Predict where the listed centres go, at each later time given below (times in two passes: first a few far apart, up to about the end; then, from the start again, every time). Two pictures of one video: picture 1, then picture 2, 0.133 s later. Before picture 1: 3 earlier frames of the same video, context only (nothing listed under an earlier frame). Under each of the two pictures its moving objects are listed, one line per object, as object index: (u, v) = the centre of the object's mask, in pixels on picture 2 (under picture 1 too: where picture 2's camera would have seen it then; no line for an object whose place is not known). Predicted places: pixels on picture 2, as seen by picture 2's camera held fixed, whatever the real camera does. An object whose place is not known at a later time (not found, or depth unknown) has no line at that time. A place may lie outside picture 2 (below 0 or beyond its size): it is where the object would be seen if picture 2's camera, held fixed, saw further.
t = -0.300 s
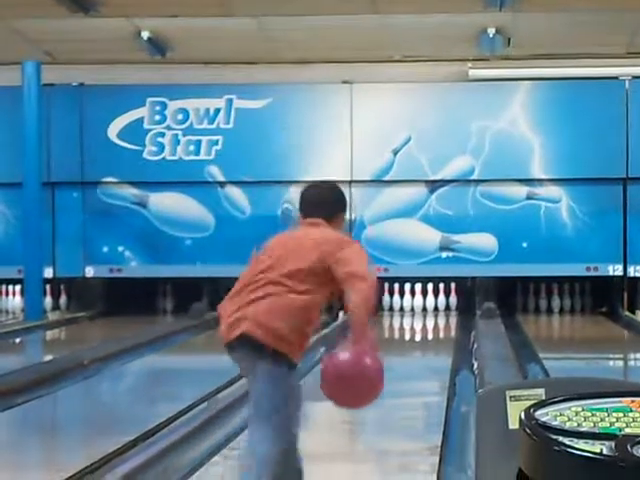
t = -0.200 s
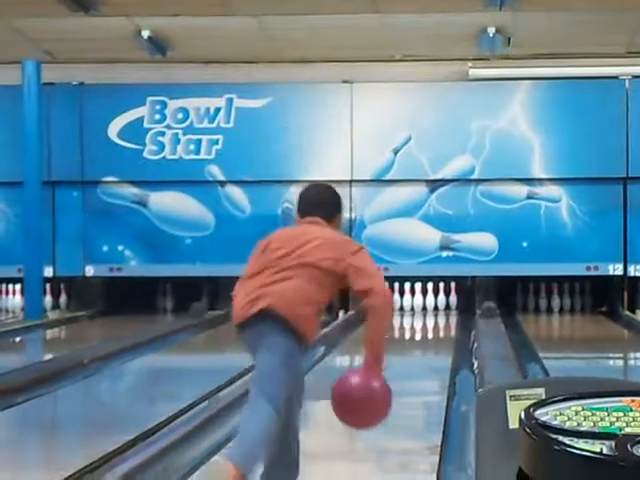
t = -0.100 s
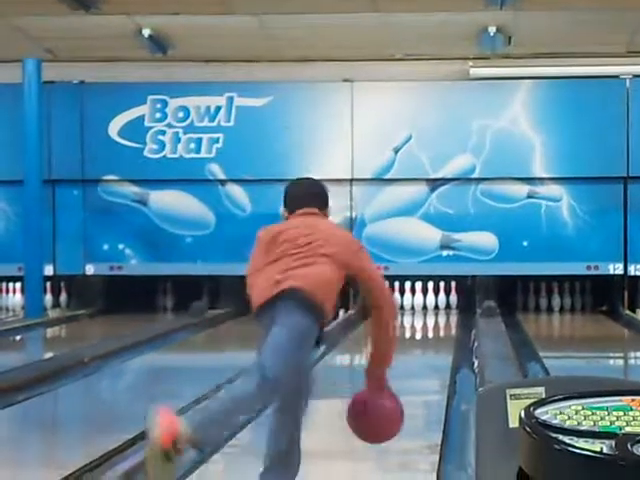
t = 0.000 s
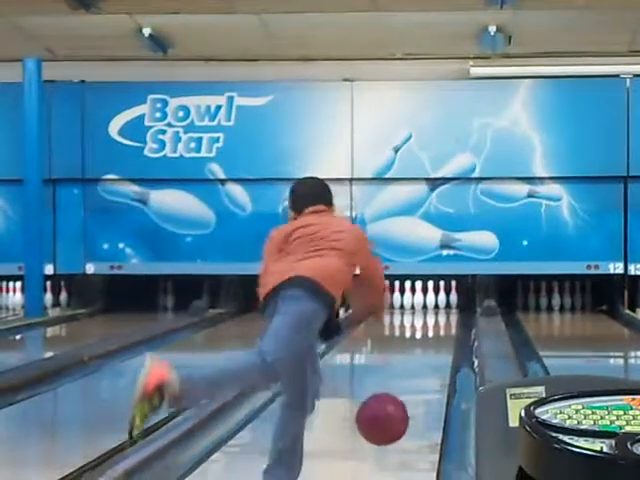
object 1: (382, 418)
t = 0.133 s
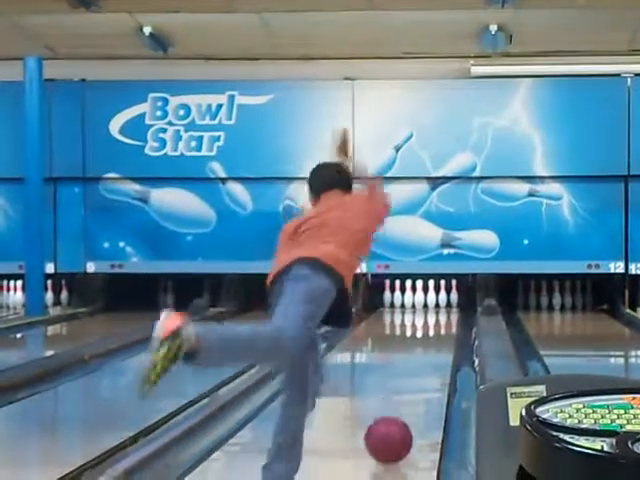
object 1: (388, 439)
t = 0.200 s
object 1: (391, 432)
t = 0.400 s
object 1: (396, 410)
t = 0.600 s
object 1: (400, 393)
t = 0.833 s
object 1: (405, 375)
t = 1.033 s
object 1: (409, 364)
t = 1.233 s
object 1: (413, 355)
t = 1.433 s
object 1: (416, 348)
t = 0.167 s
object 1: (389, 434)
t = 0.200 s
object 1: (391, 432)
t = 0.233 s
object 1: (392, 428)
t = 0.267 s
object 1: (393, 424)
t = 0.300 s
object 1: (394, 420)
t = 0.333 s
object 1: (395, 417)
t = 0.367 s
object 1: (396, 413)
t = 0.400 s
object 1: (396, 410)
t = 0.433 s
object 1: (397, 407)
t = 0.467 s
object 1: (398, 404)
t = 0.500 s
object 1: (398, 401)
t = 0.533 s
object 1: (399, 398)
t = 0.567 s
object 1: (400, 396)
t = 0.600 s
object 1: (400, 393)
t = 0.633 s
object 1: (401, 390)
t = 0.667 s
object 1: (402, 388)
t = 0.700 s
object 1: (403, 385)
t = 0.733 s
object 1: (403, 382)
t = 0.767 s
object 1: (404, 380)
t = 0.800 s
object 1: (404, 378)
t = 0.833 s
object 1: (405, 375)
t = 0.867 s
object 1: (405, 373)
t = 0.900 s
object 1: (406, 372)
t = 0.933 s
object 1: (406, 370)
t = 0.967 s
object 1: (407, 368)
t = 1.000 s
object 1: (408, 366)
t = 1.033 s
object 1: (409, 364)
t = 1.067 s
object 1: (409, 363)
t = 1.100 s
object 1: (410, 361)
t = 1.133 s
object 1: (411, 360)
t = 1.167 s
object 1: (412, 358)
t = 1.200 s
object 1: (412, 357)
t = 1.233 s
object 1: (413, 355)
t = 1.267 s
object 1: (413, 354)
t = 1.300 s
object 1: (413, 353)
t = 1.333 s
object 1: (414, 351)
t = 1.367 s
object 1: (415, 350)
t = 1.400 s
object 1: (416, 349)
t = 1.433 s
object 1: (416, 348)
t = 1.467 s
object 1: (417, 346)
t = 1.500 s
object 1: (417, 346)
